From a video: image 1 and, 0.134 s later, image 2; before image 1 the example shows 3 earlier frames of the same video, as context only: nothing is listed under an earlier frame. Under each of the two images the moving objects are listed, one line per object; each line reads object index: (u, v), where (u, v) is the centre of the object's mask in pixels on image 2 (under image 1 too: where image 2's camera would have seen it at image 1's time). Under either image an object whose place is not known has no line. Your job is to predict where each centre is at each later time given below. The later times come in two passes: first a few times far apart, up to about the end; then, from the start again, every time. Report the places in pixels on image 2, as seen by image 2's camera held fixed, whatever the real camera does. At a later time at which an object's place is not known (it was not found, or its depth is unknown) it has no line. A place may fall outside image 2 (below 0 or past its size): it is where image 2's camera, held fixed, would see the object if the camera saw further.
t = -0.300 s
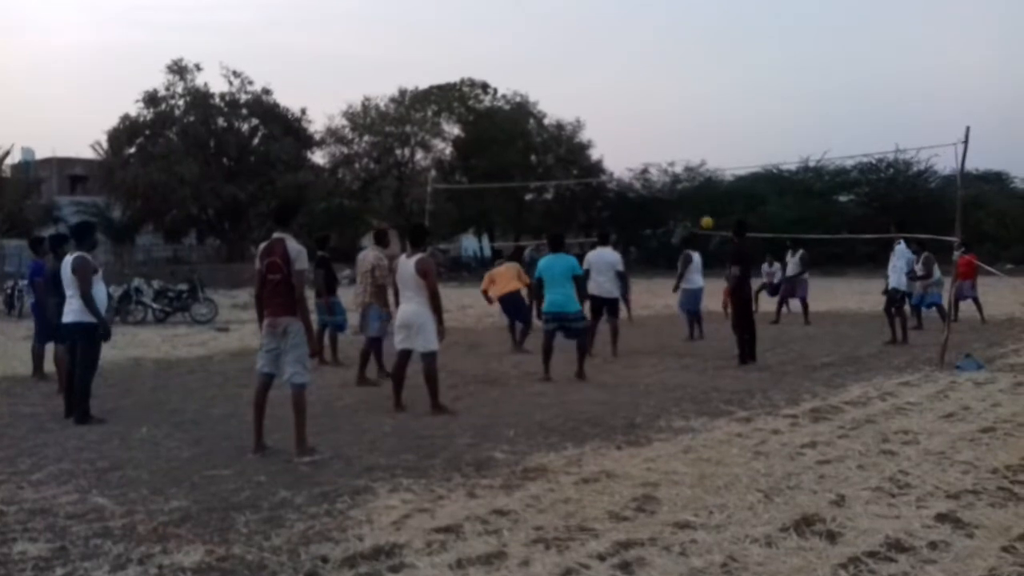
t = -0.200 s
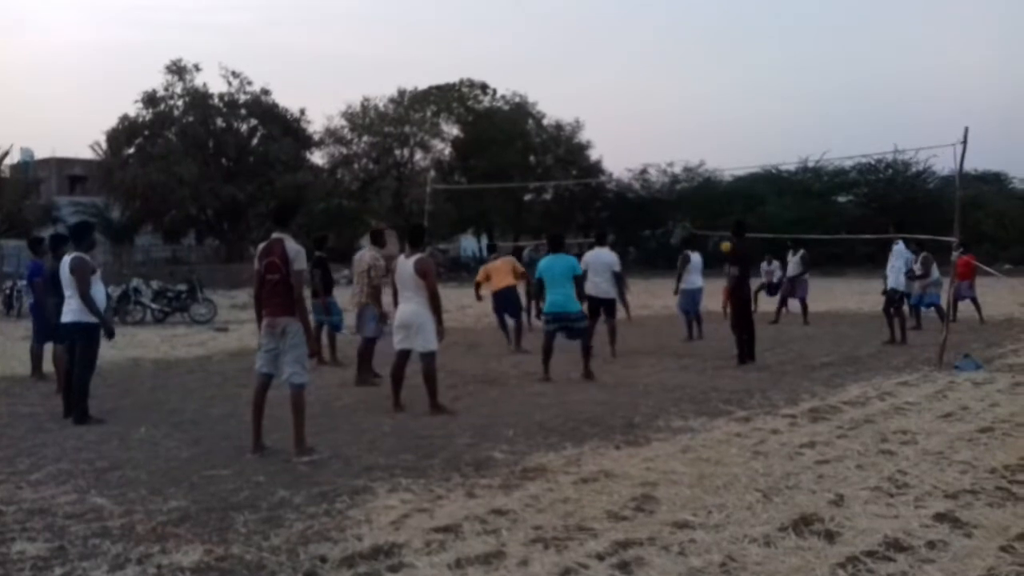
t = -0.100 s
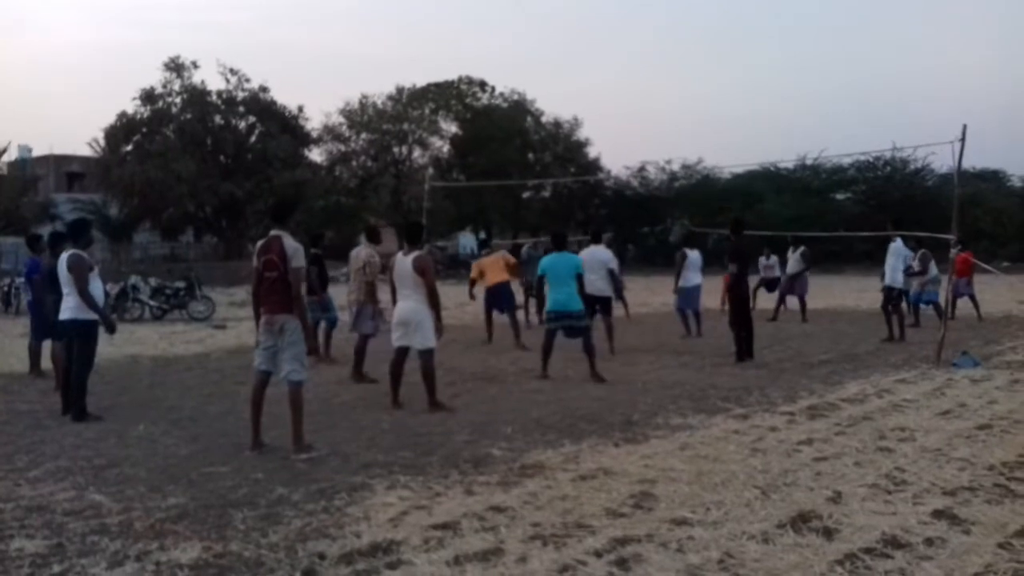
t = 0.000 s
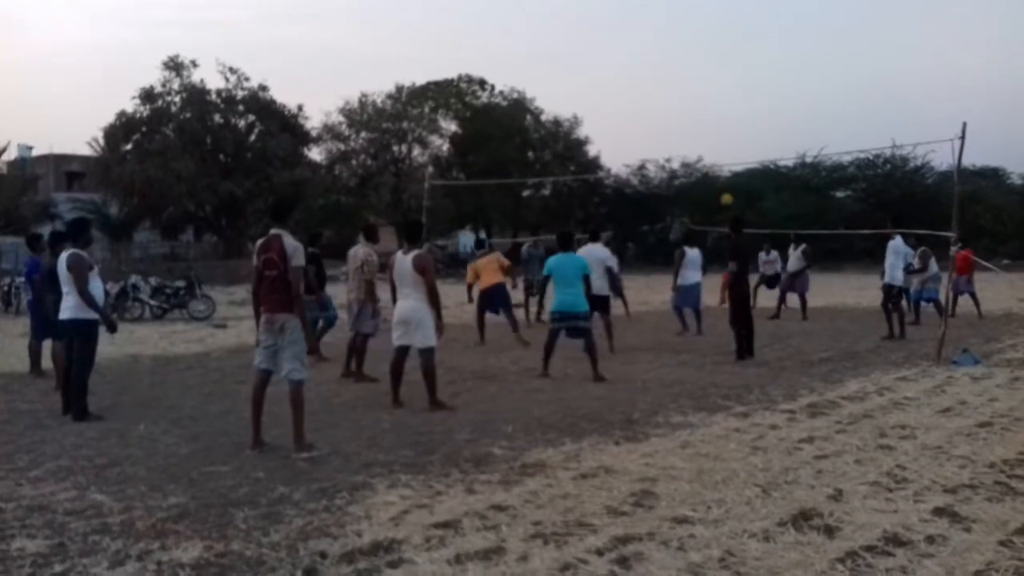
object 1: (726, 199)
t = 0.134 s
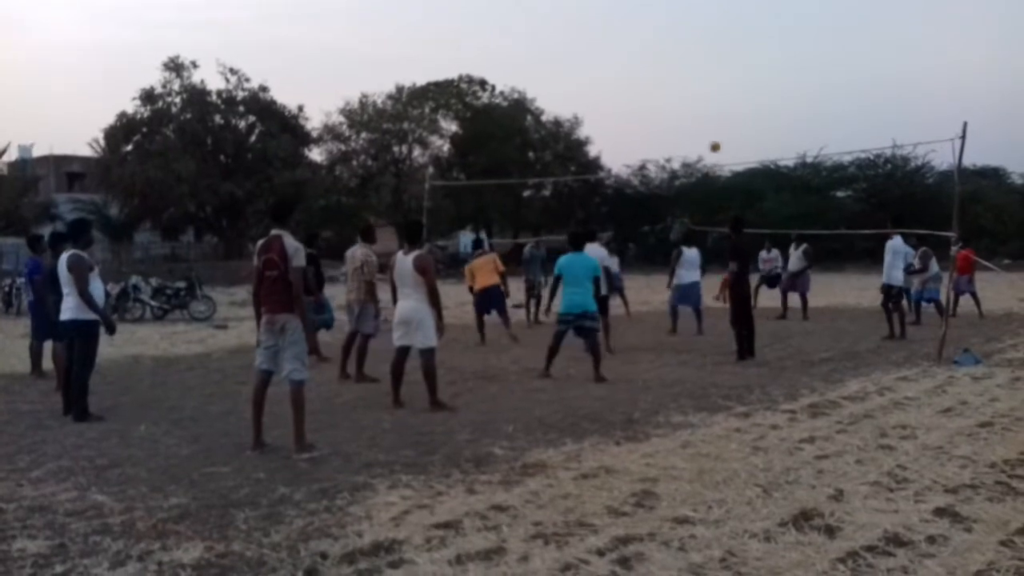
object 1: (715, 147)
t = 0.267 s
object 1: (702, 102)
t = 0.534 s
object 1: (677, 38)
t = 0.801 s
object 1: (654, 12)
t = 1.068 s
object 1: (632, 28)
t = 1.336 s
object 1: (612, 90)
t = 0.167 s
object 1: (711, 134)
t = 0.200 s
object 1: (708, 123)
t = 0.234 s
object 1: (705, 113)
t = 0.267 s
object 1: (702, 102)
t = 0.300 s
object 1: (699, 92)
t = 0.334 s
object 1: (695, 83)
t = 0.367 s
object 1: (692, 74)
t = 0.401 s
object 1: (689, 66)
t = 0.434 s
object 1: (686, 58)
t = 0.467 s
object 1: (683, 51)
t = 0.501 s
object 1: (680, 44)
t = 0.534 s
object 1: (677, 38)
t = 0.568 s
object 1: (674, 33)
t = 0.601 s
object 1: (671, 28)
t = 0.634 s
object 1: (668, 24)
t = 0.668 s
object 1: (665, 20)
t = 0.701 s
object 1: (662, 17)
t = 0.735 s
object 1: (659, 15)
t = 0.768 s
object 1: (657, 13)
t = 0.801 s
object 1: (654, 12)
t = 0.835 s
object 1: (651, 12)
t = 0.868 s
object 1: (648, 13)
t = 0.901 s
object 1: (646, 13)
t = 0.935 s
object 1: (643, 15)
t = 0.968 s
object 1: (640, 17)
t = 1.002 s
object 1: (637, 20)
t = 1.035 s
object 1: (635, 24)
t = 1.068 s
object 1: (632, 28)
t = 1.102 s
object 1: (630, 34)
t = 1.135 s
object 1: (627, 40)
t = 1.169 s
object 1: (624, 46)
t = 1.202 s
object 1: (622, 53)
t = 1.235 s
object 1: (620, 61)
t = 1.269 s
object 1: (617, 70)
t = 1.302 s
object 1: (614, 80)
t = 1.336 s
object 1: (612, 90)
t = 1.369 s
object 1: (609, 101)
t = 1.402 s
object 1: (606, 113)
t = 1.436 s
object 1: (604, 125)
